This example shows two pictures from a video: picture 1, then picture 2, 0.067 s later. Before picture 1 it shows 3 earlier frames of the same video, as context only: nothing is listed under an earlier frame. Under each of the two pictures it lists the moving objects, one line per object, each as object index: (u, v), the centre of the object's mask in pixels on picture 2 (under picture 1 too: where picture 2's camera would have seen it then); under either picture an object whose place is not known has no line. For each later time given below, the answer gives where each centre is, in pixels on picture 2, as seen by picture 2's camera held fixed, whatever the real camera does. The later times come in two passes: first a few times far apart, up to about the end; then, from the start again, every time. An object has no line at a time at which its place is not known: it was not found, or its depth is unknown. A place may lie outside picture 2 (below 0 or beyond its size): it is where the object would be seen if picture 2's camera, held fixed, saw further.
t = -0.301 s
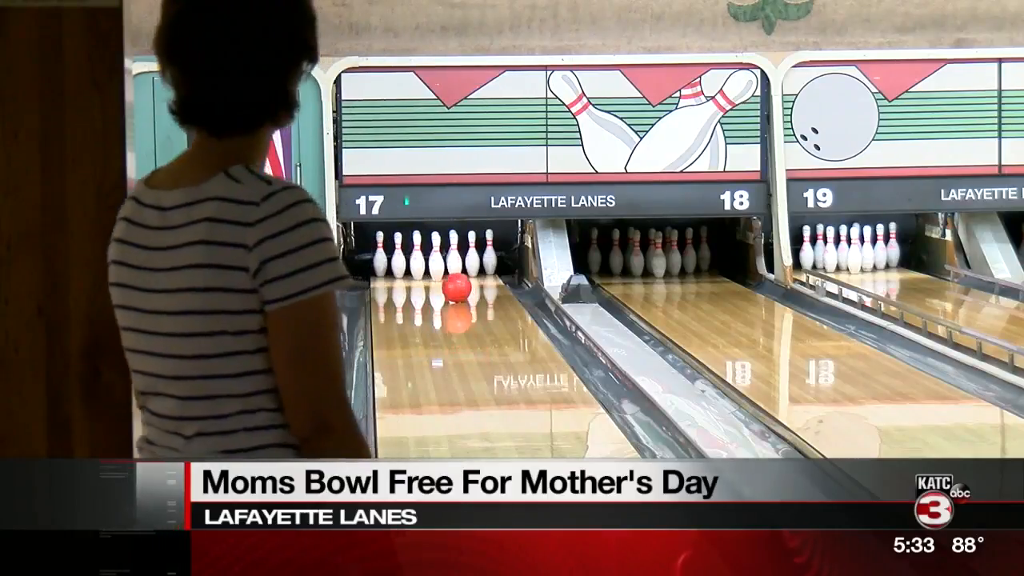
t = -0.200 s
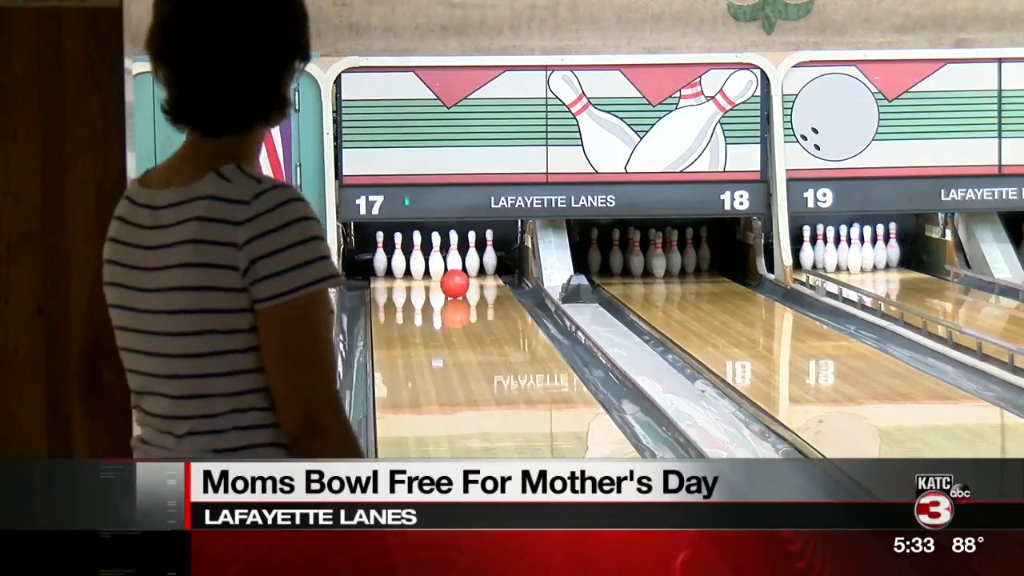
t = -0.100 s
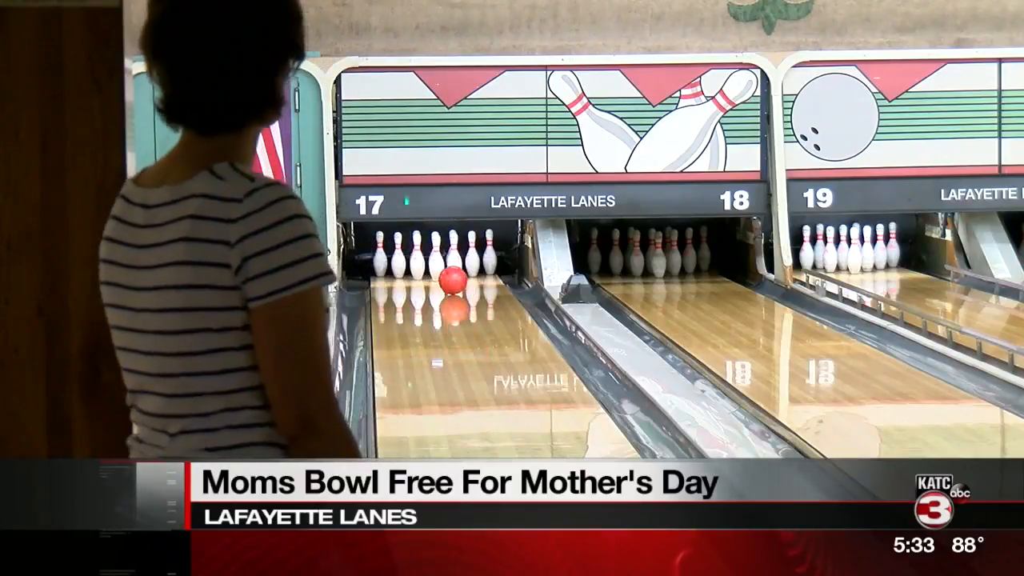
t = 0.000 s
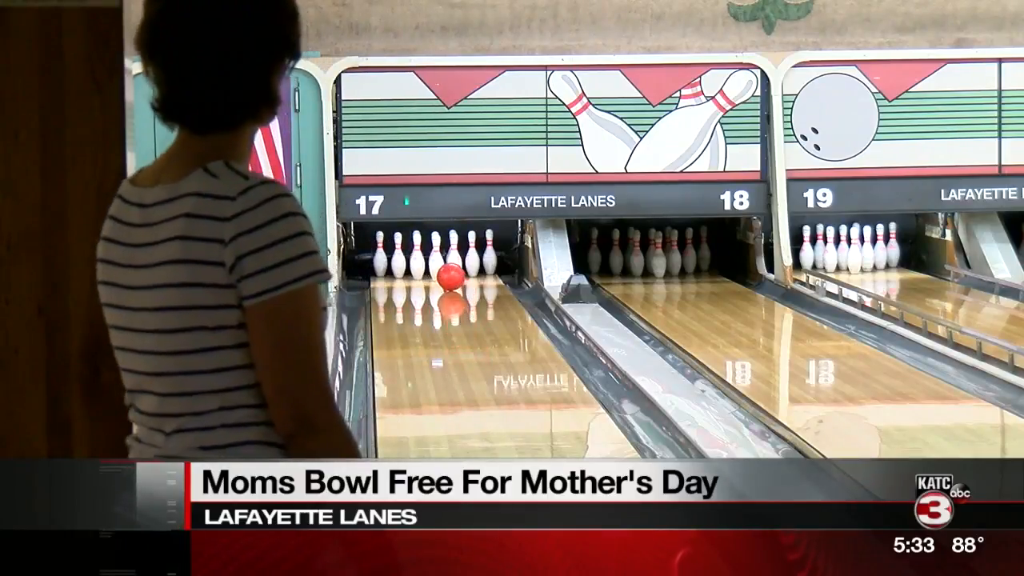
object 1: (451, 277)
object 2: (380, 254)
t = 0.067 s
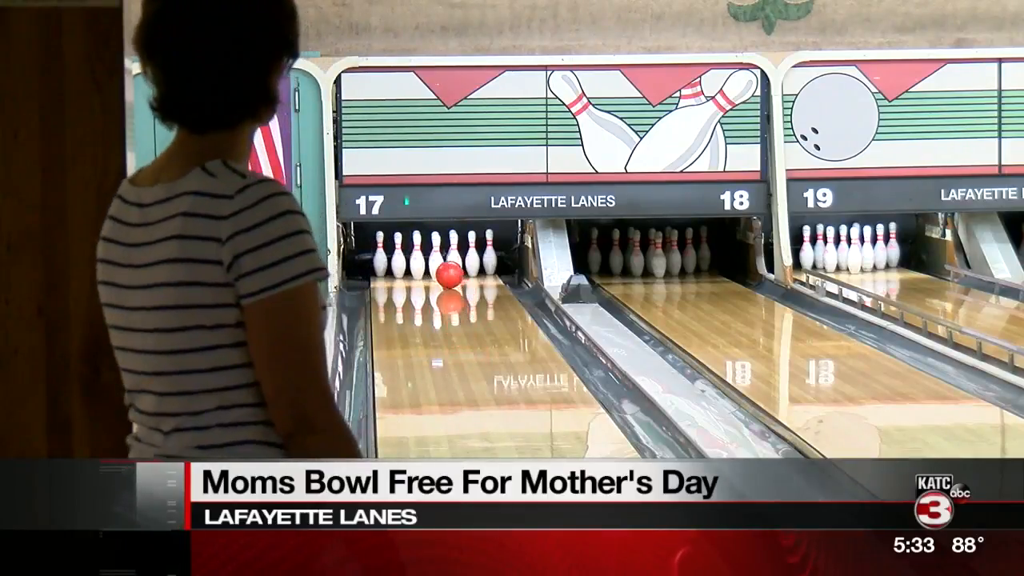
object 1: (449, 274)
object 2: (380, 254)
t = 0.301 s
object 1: (451, 268)
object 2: (380, 254)
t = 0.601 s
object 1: (467, 265)
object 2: (361, 262)
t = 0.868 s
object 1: (472, 263)
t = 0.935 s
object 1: (473, 262)
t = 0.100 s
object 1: (449, 273)
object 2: (380, 254)
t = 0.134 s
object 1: (448, 272)
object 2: (380, 254)
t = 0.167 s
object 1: (448, 271)
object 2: (380, 254)
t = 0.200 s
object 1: (447, 270)
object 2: (380, 254)
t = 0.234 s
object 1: (446, 269)
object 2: (380, 254)
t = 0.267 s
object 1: (449, 269)
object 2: (380, 254)
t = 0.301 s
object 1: (451, 268)
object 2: (380, 254)
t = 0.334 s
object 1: (454, 267)
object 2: (380, 254)
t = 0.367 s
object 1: (455, 267)
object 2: (379, 254)
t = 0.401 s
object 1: (457, 266)
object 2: (378, 253)
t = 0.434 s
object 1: (459, 266)
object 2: (375, 256)
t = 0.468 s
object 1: (461, 266)
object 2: (372, 256)
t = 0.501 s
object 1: (463, 265)
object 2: (369, 259)
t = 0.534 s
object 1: (465, 265)
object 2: (366, 262)
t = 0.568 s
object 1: (466, 265)
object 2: (365, 263)
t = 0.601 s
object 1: (467, 265)
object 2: (361, 262)
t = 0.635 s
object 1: (467, 264)
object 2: (358, 261)
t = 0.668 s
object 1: (468, 264)
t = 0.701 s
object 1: (469, 264)
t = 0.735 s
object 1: (470, 264)
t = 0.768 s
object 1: (470, 263)
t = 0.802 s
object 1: (471, 263)
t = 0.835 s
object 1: (471, 263)
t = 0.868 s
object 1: (472, 263)
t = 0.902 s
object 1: (473, 263)
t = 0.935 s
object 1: (473, 262)
